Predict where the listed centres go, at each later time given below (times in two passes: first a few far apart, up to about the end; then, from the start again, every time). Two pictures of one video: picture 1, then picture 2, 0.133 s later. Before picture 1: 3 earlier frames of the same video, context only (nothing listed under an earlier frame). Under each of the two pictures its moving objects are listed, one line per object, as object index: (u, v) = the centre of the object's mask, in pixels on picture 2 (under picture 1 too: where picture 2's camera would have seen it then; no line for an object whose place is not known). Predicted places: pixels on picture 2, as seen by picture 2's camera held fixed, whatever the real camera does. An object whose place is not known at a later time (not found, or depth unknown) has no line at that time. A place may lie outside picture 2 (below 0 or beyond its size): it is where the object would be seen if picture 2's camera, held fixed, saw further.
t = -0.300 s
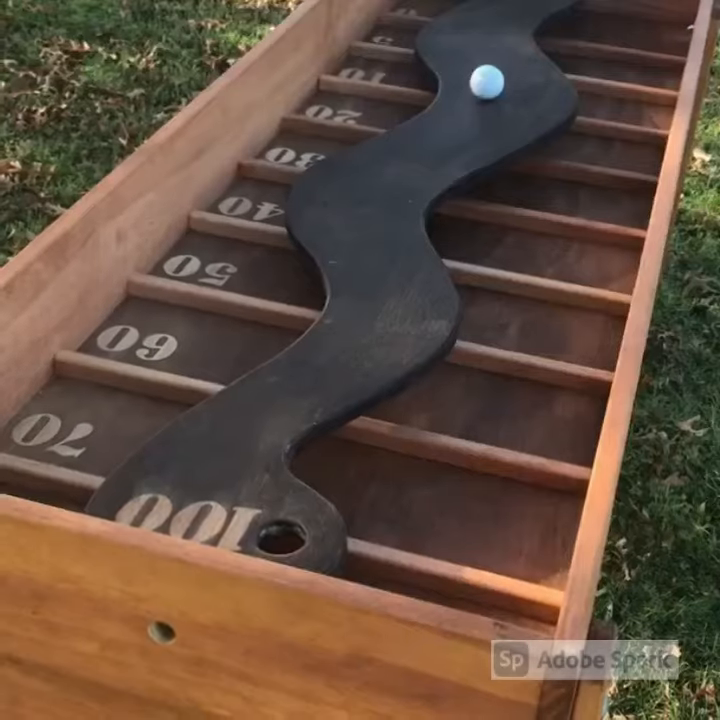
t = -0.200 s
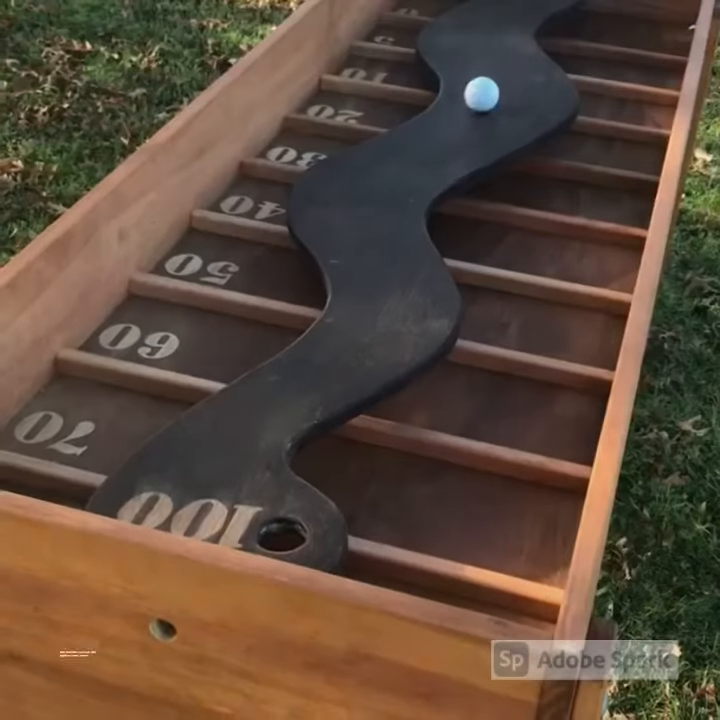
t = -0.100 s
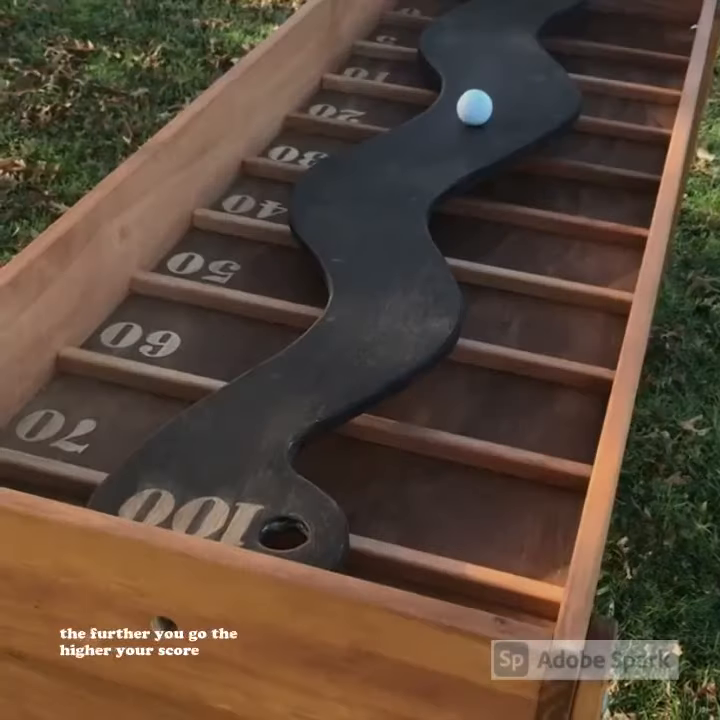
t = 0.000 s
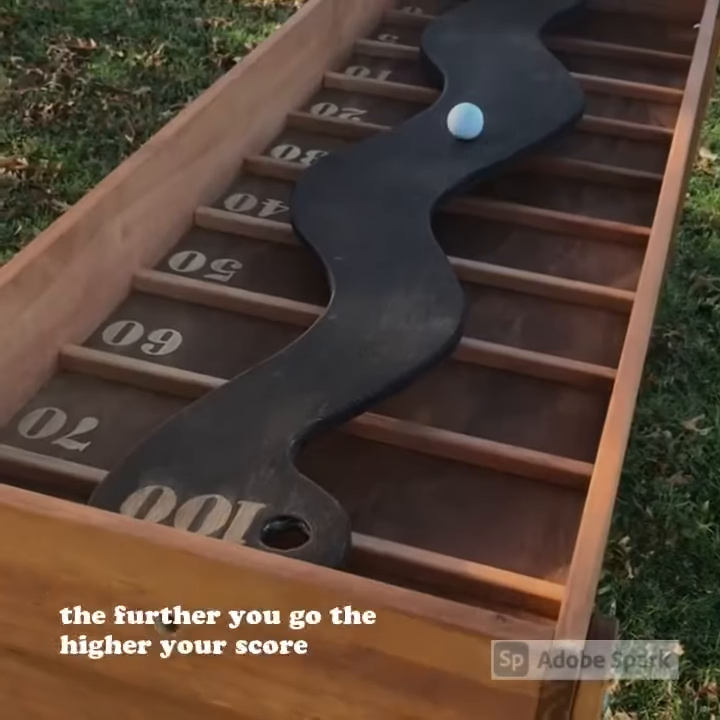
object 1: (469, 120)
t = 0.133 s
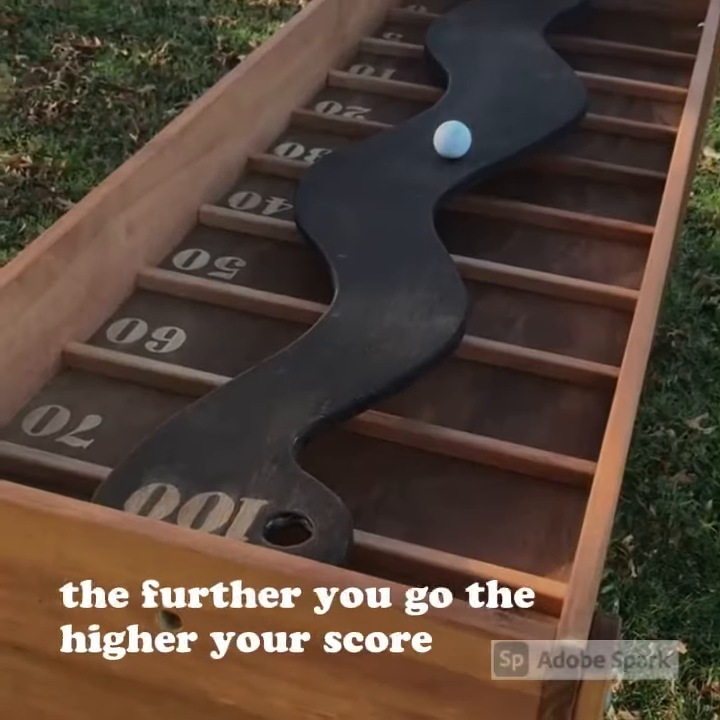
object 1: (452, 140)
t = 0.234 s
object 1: (438, 156)
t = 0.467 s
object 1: (400, 197)
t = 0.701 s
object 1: (359, 244)
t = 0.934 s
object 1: (318, 301)
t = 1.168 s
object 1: (267, 367)
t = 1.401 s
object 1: (221, 451)
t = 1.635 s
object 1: (200, 510)
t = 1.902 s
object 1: (230, 488)
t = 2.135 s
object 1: (245, 484)
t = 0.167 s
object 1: (447, 145)
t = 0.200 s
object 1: (442, 150)
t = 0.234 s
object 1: (438, 156)
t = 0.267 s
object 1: (433, 162)
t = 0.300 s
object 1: (428, 167)
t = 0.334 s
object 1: (422, 173)
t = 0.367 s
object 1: (417, 179)
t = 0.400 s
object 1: (411, 185)
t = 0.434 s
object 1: (406, 191)
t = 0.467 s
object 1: (400, 197)
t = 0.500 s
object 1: (394, 204)
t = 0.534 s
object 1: (388, 210)
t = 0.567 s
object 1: (383, 217)
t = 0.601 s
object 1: (377, 224)
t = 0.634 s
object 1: (370, 230)
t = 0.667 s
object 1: (365, 237)
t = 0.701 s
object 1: (359, 244)
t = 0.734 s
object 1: (353, 251)
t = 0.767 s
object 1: (348, 259)
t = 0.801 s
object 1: (343, 267)
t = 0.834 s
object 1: (337, 275)
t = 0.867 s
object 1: (332, 284)
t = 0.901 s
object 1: (325, 292)
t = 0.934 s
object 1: (318, 301)
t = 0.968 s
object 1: (311, 309)
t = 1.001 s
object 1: (304, 318)
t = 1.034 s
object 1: (297, 326)
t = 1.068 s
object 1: (290, 336)
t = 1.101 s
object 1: (282, 346)
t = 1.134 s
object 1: (275, 356)
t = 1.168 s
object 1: (267, 367)
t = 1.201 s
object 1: (260, 377)
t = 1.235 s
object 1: (253, 388)
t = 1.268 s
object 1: (247, 399)
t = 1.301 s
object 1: (240, 411)
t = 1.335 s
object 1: (234, 424)
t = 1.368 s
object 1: (228, 437)
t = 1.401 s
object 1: (221, 451)
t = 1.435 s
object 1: (214, 465)
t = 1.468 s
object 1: (207, 480)
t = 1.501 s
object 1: (200, 496)
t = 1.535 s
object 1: (194, 507)
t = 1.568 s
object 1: (190, 515)
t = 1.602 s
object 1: (195, 512)
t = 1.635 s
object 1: (200, 510)
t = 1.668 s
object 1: (205, 508)
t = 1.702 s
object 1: (210, 506)
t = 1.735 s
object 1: (214, 503)
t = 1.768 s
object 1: (218, 501)
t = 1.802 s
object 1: (222, 497)
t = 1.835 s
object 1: (225, 493)
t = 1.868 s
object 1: (227, 490)
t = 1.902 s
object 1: (230, 488)
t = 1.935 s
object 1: (231, 485)
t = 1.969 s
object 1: (233, 484)
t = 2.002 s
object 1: (234, 483)
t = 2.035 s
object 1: (236, 482)
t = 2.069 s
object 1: (239, 482)
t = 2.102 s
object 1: (242, 484)
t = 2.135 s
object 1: (245, 484)
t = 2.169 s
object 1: (249, 486)
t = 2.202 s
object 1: (253, 488)
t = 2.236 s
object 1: (258, 491)
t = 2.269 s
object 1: (263, 496)
